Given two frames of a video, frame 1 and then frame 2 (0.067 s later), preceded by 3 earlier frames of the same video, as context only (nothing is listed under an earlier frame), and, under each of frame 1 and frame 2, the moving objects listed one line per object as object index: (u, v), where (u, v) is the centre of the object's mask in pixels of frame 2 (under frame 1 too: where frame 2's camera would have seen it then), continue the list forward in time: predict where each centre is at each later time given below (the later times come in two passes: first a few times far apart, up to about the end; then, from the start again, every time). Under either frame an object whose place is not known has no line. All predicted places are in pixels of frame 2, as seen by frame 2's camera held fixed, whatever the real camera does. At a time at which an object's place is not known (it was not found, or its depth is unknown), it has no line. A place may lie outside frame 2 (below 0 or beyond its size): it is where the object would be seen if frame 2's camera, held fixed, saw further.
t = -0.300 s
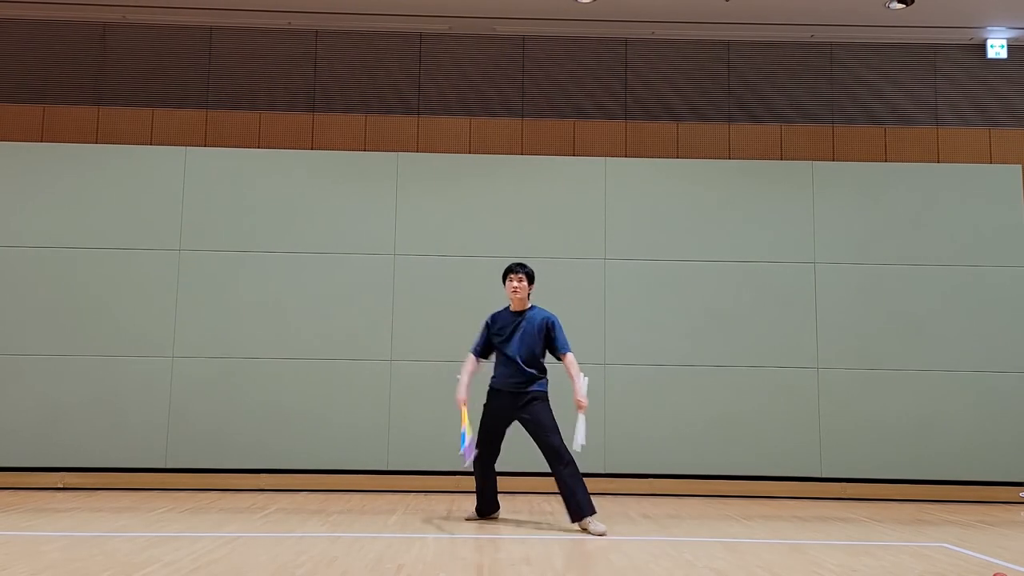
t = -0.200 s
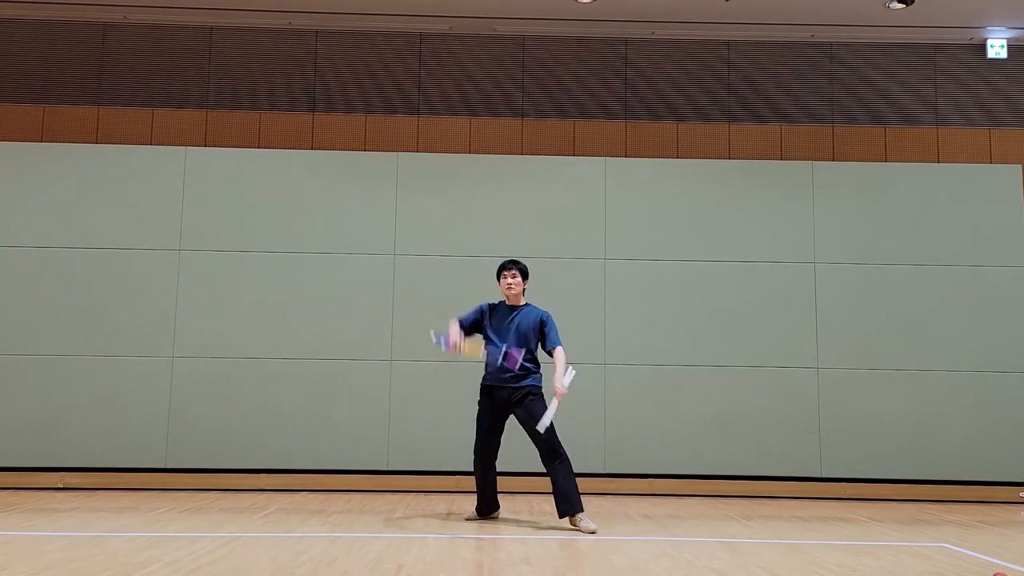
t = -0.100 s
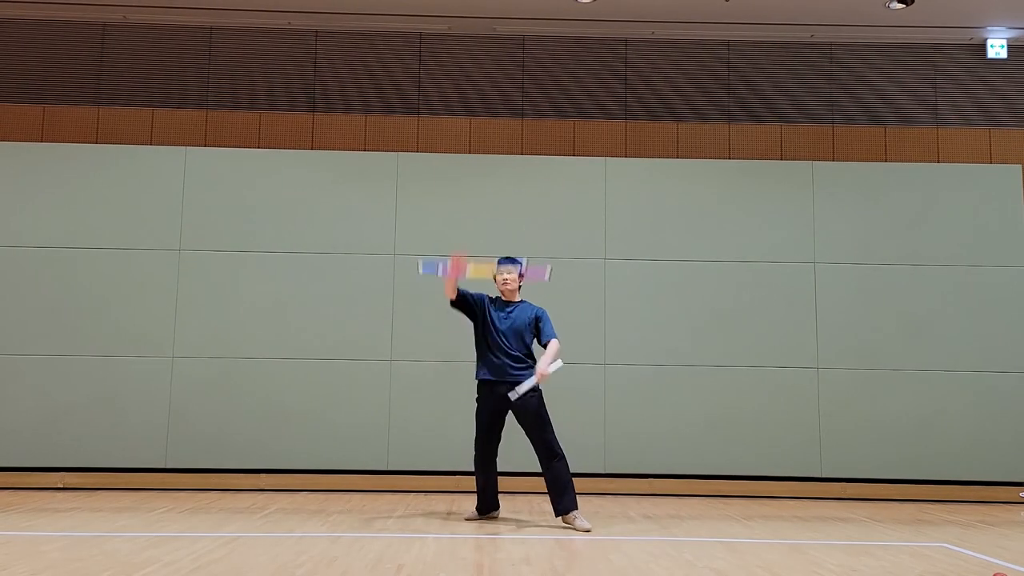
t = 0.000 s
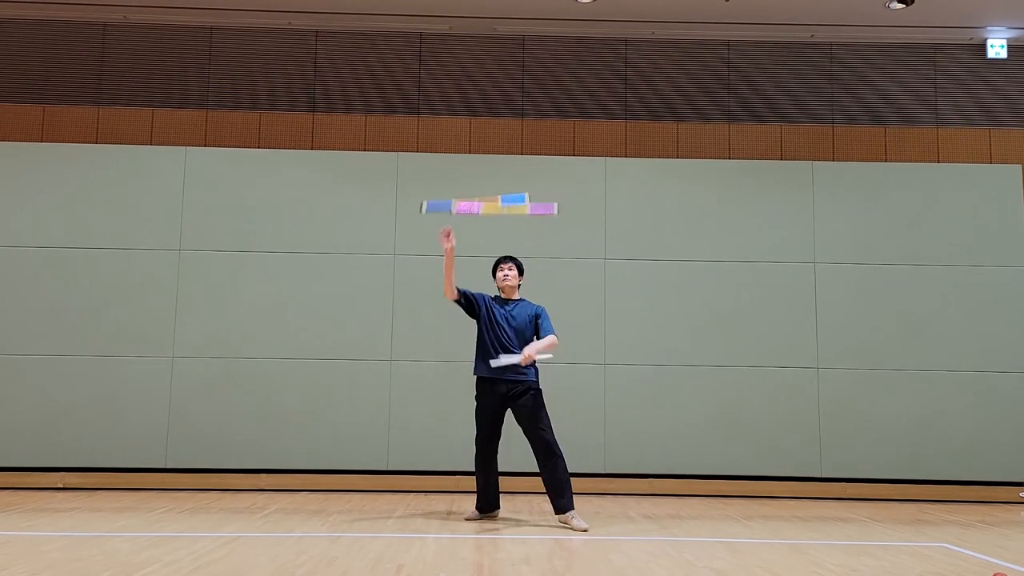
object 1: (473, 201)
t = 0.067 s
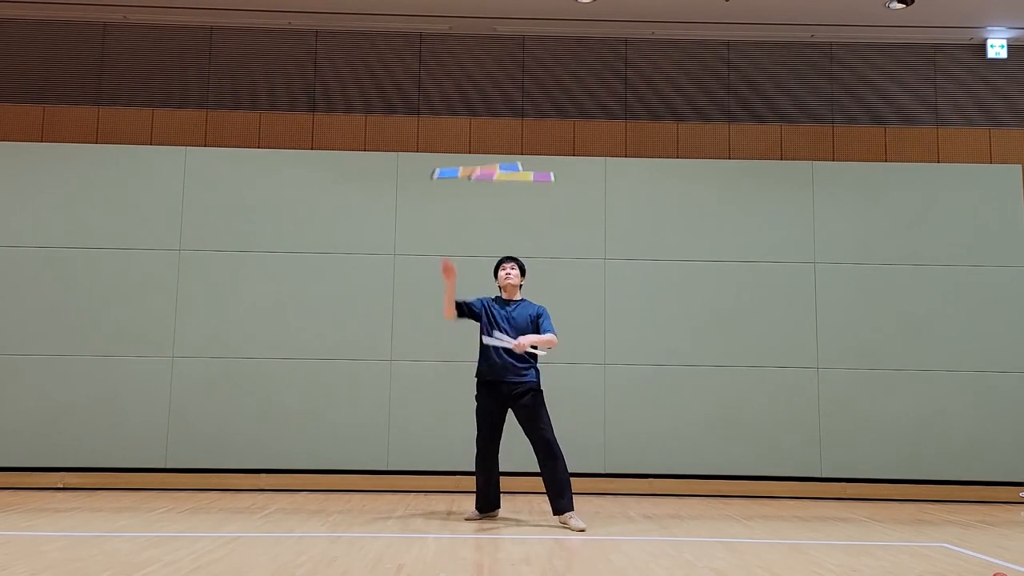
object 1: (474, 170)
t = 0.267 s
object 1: (484, 114)
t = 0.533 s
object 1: (491, 136)
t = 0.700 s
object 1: (492, 208)
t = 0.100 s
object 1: (476, 157)
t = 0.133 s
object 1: (479, 145)
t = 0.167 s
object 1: (481, 134)
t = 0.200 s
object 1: (484, 126)
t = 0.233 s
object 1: (482, 119)
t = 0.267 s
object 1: (484, 114)
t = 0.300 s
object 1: (485, 111)
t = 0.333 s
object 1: (486, 110)
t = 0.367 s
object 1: (487, 110)
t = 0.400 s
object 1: (490, 111)
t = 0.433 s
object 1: (490, 115)
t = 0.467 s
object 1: (490, 120)
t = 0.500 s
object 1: (491, 127)
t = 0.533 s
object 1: (491, 136)
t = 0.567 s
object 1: (492, 147)
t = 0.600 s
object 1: (490, 159)
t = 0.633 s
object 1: (491, 174)
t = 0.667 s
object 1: (492, 190)
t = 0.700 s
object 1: (492, 208)
